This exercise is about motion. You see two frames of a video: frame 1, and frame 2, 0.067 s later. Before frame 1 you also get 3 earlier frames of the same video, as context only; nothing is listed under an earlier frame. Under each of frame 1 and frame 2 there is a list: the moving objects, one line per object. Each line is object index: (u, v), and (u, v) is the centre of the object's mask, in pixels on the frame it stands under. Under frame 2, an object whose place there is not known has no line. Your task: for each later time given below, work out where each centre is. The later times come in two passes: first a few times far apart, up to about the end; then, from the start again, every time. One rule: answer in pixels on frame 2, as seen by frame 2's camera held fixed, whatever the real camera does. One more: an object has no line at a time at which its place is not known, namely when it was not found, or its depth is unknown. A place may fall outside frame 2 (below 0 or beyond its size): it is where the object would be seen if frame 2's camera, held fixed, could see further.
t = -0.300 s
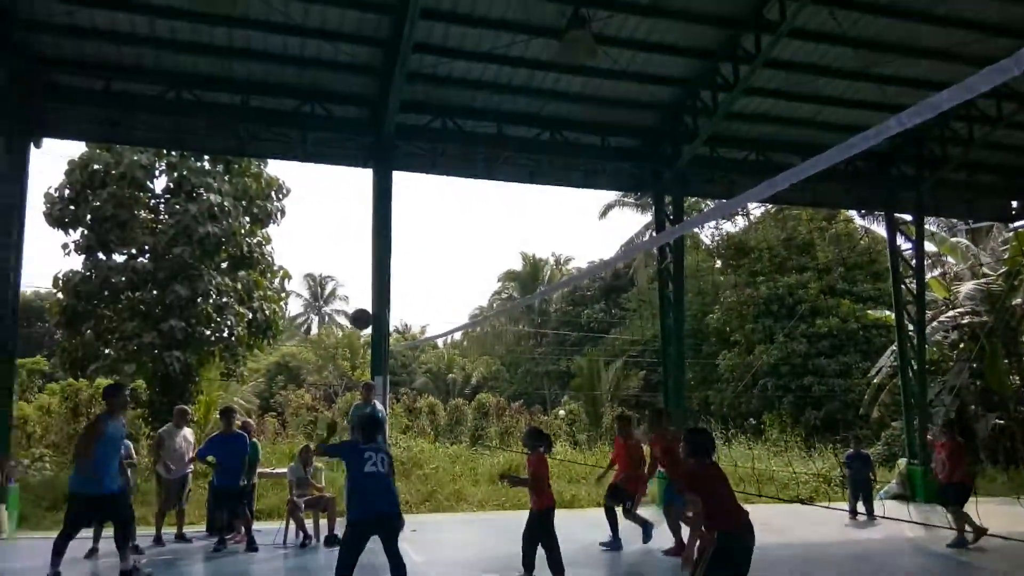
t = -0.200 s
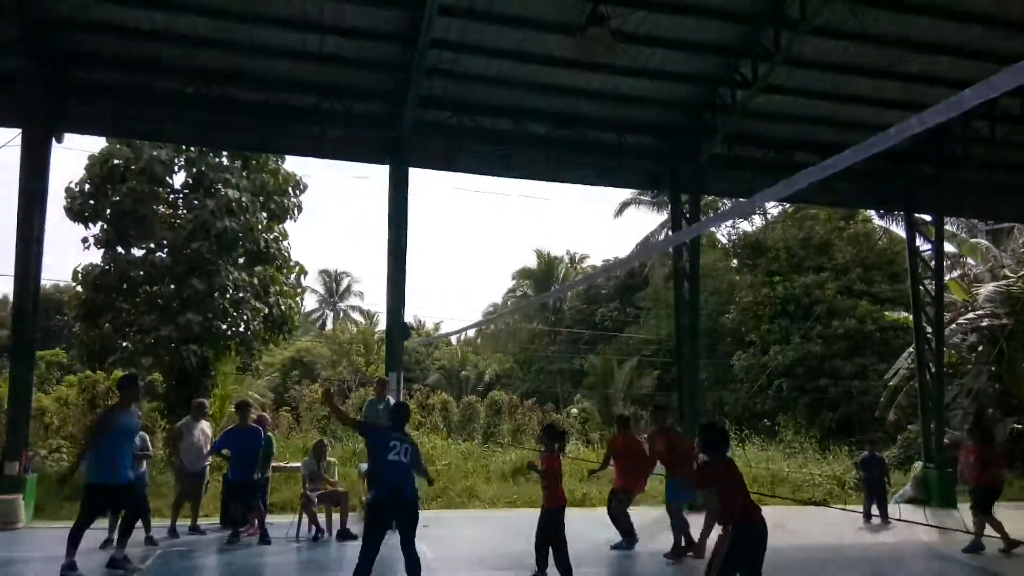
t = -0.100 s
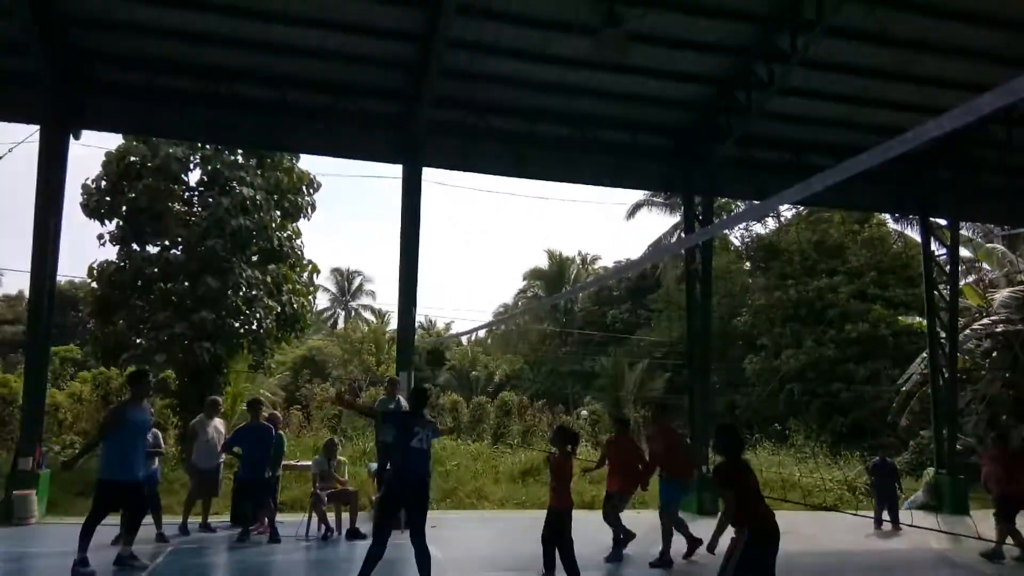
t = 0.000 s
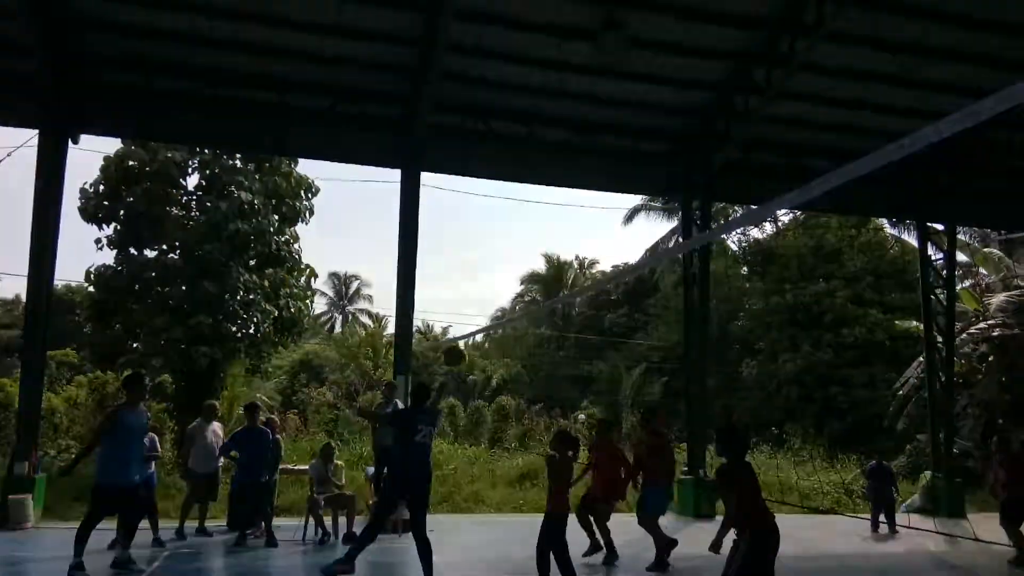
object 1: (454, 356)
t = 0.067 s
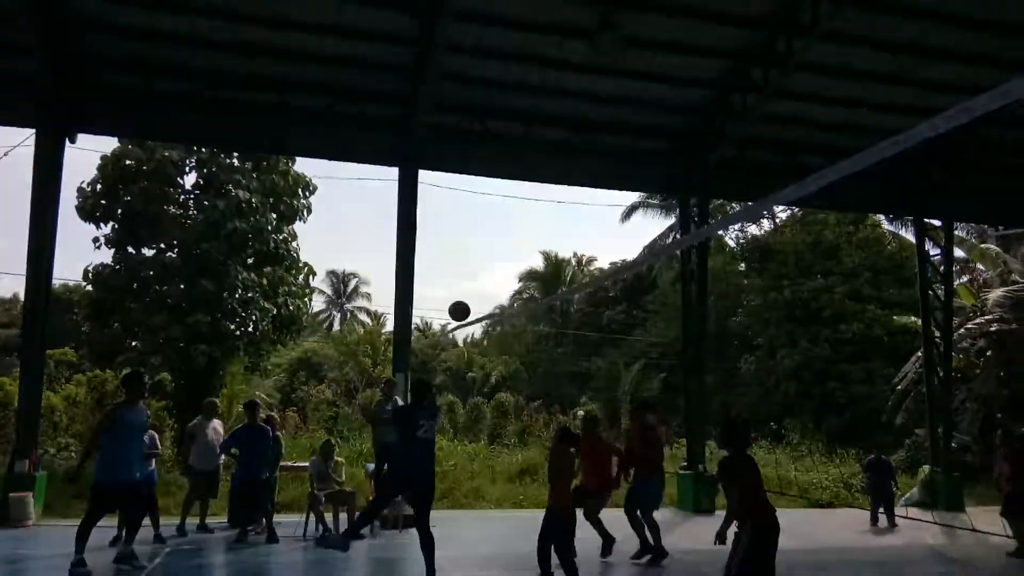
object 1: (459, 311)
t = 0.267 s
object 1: (472, 230)
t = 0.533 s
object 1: (486, 183)
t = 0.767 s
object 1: (494, 196)
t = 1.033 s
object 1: (503, 280)
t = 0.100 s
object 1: (460, 295)
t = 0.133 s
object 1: (462, 279)
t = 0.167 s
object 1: (465, 265)
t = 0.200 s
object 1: (468, 252)
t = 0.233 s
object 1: (470, 240)
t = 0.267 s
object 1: (472, 230)
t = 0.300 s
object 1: (474, 220)
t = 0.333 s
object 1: (476, 211)
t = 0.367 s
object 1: (479, 203)
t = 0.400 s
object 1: (481, 196)
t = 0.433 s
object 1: (483, 191)
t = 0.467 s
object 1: (484, 187)
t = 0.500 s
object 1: (485, 184)
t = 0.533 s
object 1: (486, 183)
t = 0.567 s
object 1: (487, 183)
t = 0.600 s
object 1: (488, 182)
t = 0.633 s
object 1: (489, 183)
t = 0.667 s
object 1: (490, 184)
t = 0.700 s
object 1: (492, 185)
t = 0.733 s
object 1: (493, 190)
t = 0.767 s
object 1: (494, 196)
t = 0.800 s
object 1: (495, 203)
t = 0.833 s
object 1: (496, 211)
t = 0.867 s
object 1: (498, 220)
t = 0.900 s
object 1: (500, 230)
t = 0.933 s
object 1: (501, 241)
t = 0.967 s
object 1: (502, 253)
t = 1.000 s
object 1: (503, 266)
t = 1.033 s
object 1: (503, 280)
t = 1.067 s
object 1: (504, 296)
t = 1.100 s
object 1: (503, 310)
